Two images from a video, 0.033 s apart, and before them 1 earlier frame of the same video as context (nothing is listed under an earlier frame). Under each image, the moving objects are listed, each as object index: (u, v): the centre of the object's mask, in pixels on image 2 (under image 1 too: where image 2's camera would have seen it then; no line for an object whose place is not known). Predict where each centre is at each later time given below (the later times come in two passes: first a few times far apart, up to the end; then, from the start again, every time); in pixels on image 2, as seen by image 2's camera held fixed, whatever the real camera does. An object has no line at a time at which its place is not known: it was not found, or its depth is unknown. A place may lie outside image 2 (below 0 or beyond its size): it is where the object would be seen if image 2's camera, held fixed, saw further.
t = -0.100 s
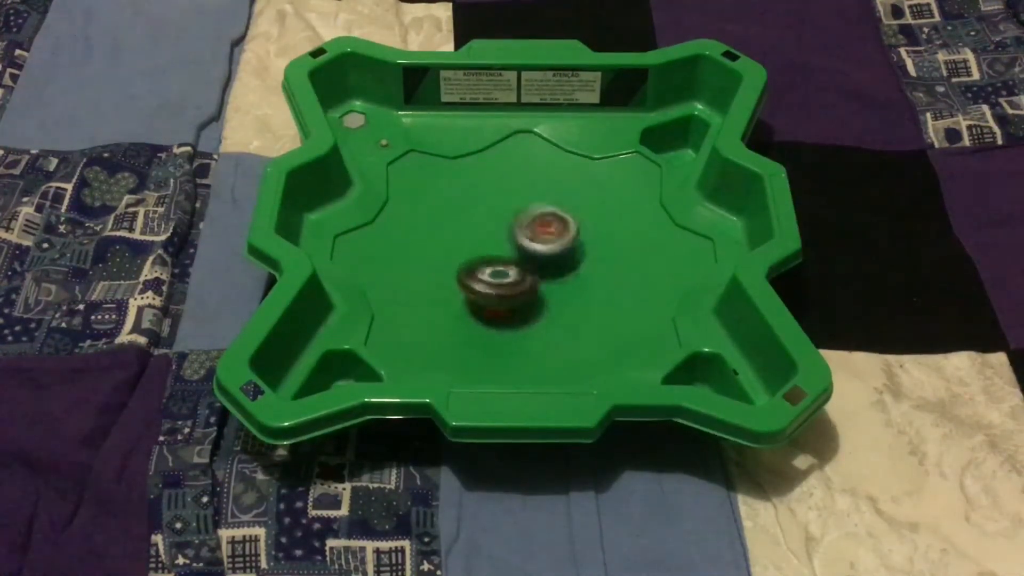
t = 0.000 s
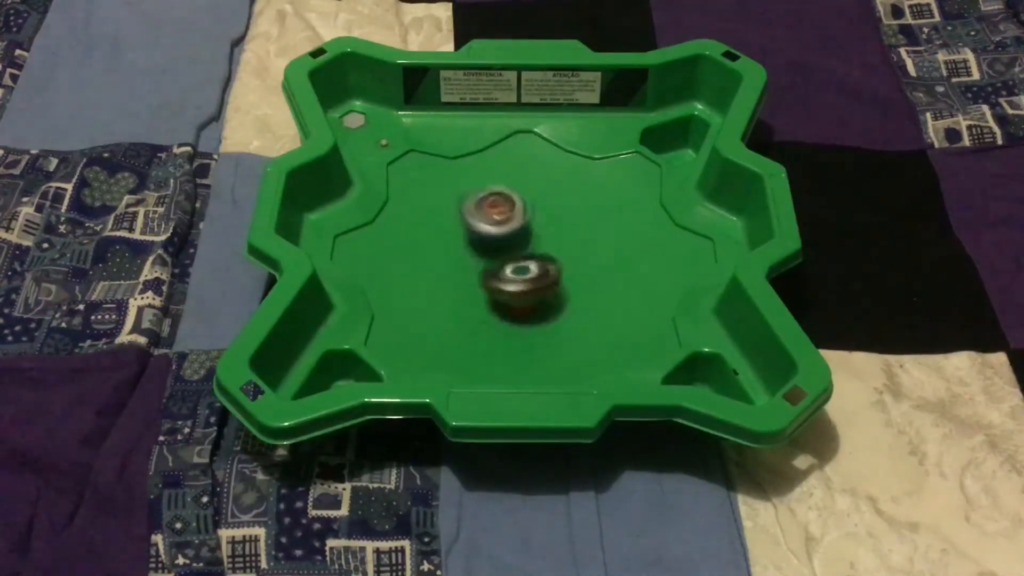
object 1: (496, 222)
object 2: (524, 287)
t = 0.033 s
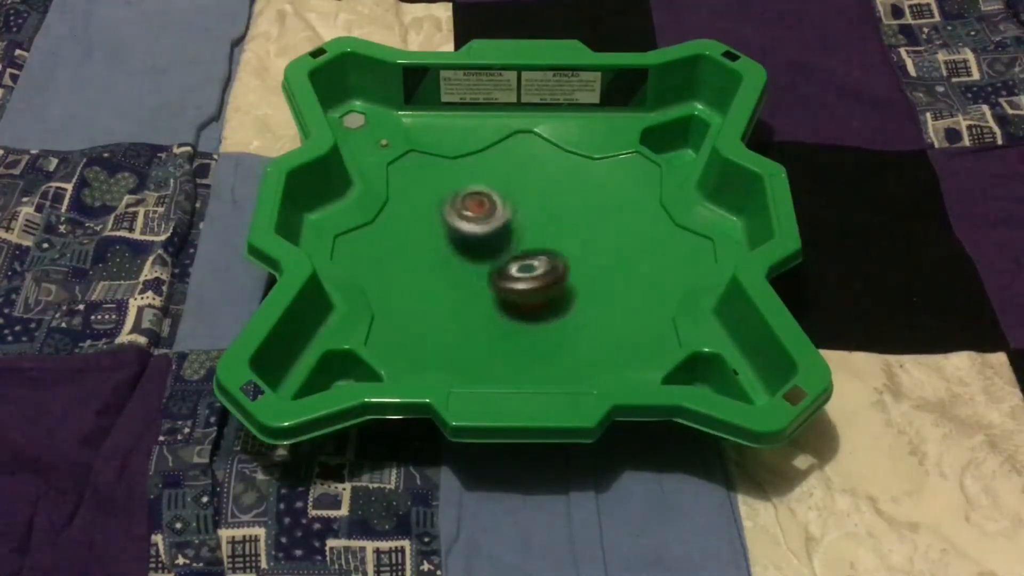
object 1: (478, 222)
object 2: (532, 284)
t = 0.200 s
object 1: (429, 248)
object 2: (562, 261)
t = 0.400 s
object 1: (491, 284)
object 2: (573, 227)
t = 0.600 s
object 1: (567, 282)
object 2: (557, 193)
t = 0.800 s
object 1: (620, 300)
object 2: (522, 191)
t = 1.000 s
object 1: (582, 262)
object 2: (492, 218)
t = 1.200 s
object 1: (566, 266)
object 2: (442, 249)
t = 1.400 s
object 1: (578, 263)
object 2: (465, 275)
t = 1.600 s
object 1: (593, 231)
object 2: (480, 293)
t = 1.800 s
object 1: (567, 200)
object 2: (477, 287)
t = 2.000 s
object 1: (527, 226)
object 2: (471, 266)
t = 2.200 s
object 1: (546, 239)
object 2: (451, 271)
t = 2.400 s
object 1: (559, 239)
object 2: (457, 267)
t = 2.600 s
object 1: (554, 247)
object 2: (476, 254)
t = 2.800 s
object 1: (570, 238)
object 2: (478, 233)
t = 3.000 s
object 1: (560, 244)
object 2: (475, 227)
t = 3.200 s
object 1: (584, 253)
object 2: (484, 232)
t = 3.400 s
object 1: (572, 253)
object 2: (504, 231)
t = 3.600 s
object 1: (572, 267)
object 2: (502, 215)
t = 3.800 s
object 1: (560, 271)
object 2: (503, 215)
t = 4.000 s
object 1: (544, 281)
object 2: (508, 220)
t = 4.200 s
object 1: (541, 281)
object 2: (514, 217)
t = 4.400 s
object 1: (536, 282)
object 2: (514, 216)
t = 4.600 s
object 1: (551, 276)
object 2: (517, 223)
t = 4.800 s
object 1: (603, 267)
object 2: (512, 234)
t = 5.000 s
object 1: (617, 251)
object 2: (527, 236)
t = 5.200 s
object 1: (615, 253)
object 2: (524, 237)
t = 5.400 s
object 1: (594, 266)
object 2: (529, 241)
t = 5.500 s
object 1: (580, 271)
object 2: (520, 239)
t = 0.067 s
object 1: (462, 223)
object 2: (539, 281)
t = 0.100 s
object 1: (450, 227)
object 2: (546, 276)
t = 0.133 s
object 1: (439, 233)
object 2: (552, 271)
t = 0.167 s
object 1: (432, 239)
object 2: (557, 267)
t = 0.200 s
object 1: (429, 248)
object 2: (562, 261)
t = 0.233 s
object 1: (430, 257)
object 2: (567, 255)
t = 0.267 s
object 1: (435, 264)
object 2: (570, 249)
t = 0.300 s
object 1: (444, 273)
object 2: (572, 244)
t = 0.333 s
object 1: (459, 278)
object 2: (573, 237)
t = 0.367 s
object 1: (473, 283)
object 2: (574, 232)
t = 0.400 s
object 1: (491, 284)
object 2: (573, 227)
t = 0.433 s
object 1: (509, 282)
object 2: (572, 221)
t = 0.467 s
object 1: (527, 278)
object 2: (571, 216)
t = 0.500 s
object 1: (542, 269)
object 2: (569, 209)
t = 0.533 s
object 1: (552, 265)
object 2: (565, 202)
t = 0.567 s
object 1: (560, 273)
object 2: (562, 197)
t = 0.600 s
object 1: (567, 282)
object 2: (557, 193)
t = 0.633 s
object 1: (576, 290)
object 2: (552, 190)
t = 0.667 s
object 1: (585, 297)
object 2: (546, 189)
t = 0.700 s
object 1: (595, 302)
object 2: (540, 189)
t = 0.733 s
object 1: (604, 304)
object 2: (534, 188)
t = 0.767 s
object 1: (612, 304)
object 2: (529, 189)
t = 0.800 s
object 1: (620, 300)
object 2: (522, 191)
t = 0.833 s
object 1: (623, 295)
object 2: (516, 193)
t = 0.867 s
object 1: (622, 287)
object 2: (511, 197)
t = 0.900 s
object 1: (617, 281)
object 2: (505, 202)
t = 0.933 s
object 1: (611, 273)
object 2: (500, 206)
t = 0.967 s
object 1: (596, 266)
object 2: (496, 212)
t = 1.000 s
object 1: (582, 262)
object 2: (492, 218)
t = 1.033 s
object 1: (564, 258)
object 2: (490, 223)
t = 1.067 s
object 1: (550, 258)
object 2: (486, 229)
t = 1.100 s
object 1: (552, 260)
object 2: (471, 233)
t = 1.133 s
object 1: (558, 263)
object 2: (458, 237)
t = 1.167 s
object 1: (562, 264)
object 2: (448, 243)
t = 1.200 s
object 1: (566, 266)
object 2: (442, 249)
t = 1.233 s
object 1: (570, 268)
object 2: (441, 254)
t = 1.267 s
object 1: (574, 269)
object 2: (442, 259)
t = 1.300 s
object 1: (577, 268)
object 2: (447, 264)
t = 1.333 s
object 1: (579, 267)
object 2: (451, 268)
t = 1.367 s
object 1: (579, 265)
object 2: (457, 272)
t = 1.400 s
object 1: (578, 263)
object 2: (465, 275)
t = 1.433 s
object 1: (574, 262)
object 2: (472, 278)
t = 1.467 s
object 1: (572, 259)
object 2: (481, 280)
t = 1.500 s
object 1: (567, 257)
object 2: (492, 280)
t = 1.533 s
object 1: (573, 252)
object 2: (492, 282)
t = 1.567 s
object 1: (585, 241)
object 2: (484, 289)
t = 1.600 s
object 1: (593, 231)
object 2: (480, 293)
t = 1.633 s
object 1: (595, 223)
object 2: (476, 294)
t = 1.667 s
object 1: (595, 215)
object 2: (476, 294)
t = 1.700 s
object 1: (592, 208)
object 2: (476, 293)
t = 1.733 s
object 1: (586, 203)
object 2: (477, 291)
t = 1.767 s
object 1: (578, 200)
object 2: (477, 289)
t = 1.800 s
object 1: (567, 200)
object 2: (477, 287)
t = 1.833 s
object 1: (559, 201)
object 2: (478, 283)
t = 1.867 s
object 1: (549, 206)
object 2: (479, 280)
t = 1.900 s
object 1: (538, 210)
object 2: (479, 276)
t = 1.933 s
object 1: (532, 218)
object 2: (479, 272)
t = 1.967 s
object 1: (526, 223)
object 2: (476, 268)
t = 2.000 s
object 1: (527, 226)
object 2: (471, 266)
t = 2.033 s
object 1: (528, 230)
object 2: (463, 270)
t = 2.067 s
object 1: (529, 229)
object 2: (458, 271)
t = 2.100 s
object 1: (532, 232)
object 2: (456, 271)
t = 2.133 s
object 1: (536, 234)
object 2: (454, 271)
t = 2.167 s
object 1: (541, 237)
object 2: (452, 271)
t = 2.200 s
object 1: (546, 239)
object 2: (451, 271)
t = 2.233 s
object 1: (550, 240)
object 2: (452, 270)
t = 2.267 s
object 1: (554, 240)
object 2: (452, 270)
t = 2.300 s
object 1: (557, 240)
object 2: (454, 269)
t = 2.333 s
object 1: (558, 239)
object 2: (454, 269)
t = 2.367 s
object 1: (559, 238)
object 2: (455, 268)
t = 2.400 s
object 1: (559, 239)
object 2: (457, 267)
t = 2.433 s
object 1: (558, 239)
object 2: (459, 267)
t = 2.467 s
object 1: (557, 239)
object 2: (463, 265)
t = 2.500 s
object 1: (556, 241)
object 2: (467, 263)
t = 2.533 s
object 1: (554, 243)
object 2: (471, 260)
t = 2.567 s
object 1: (553, 245)
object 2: (473, 257)
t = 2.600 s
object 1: (554, 247)
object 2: (476, 254)
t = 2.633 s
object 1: (558, 245)
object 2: (476, 250)
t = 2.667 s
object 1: (562, 244)
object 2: (477, 247)
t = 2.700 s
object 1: (566, 243)
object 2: (479, 242)
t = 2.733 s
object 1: (568, 242)
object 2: (478, 239)
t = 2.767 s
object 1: (570, 240)
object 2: (478, 236)
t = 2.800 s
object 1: (570, 238)
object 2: (478, 233)
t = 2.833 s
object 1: (568, 238)
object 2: (477, 231)
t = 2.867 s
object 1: (566, 237)
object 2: (477, 230)
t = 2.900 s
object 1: (562, 237)
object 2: (477, 229)
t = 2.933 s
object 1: (558, 239)
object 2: (477, 228)
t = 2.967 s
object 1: (557, 242)
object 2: (476, 227)
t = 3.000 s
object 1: (560, 244)
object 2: (475, 227)
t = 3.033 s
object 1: (563, 247)
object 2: (476, 228)
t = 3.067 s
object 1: (567, 249)
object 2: (477, 229)
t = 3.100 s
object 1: (572, 252)
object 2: (480, 229)
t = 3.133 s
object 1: (578, 253)
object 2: (482, 230)
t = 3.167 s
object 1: (580, 253)
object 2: (482, 230)
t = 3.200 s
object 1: (584, 253)
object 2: (484, 232)
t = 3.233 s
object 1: (585, 254)
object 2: (487, 233)
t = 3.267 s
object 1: (585, 252)
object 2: (491, 234)
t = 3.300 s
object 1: (583, 251)
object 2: (494, 234)
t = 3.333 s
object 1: (580, 251)
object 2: (498, 233)
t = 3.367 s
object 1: (577, 252)
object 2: (501, 232)
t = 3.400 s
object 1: (572, 253)
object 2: (504, 231)
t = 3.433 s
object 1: (569, 256)
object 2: (504, 227)
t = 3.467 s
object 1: (569, 258)
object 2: (504, 225)
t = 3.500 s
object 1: (573, 261)
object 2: (504, 222)
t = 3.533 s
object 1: (572, 263)
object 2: (504, 219)
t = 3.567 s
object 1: (571, 264)
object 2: (503, 216)
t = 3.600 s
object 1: (572, 267)
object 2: (502, 215)
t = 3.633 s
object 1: (569, 269)
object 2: (502, 213)
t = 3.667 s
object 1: (569, 269)
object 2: (502, 213)
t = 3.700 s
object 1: (568, 270)
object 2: (502, 213)
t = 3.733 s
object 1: (564, 270)
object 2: (503, 213)
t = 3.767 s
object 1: (562, 271)
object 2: (503, 214)
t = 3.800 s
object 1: (560, 271)
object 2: (503, 215)
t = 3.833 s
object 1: (556, 272)
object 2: (504, 216)
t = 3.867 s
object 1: (553, 273)
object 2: (504, 217)
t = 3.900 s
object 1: (548, 274)
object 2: (507, 219)
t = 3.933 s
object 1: (546, 276)
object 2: (507, 220)
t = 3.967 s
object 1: (545, 279)
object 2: (508, 220)
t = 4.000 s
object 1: (544, 281)
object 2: (508, 220)
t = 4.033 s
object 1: (544, 284)
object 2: (511, 221)
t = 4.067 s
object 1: (543, 284)
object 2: (513, 220)
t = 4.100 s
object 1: (544, 284)
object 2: (513, 219)
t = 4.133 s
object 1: (542, 284)
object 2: (513, 219)
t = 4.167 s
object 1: (543, 282)
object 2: (514, 218)
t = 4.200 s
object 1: (541, 281)
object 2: (514, 217)
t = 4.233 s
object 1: (540, 280)
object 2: (517, 217)
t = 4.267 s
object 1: (538, 280)
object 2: (518, 214)
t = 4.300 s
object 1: (536, 282)
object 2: (515, 214)
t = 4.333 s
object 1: (536, 283)
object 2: (513, 215)
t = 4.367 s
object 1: (533, 283)
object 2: (512, 216)
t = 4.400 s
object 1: (536, 282)
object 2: (514, 216)
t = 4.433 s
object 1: (536, 280)
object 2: (514, 216)
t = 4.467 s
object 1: (538, 281)
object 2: (515, 216)
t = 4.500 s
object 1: (541, 280)
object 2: (514, 217)
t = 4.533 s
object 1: (543, 277)
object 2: (514, 220)
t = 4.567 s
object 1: (547, 279)
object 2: (516, 222)
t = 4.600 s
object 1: (551, 276)
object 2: (517, 223)
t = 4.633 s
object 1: (554, 274)
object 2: (517, 225)
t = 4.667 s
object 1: (565, 273)
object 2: (516, 228)
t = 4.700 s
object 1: (577, 274)
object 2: (514, 230)
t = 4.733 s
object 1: (587, 273)
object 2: (512, 231)
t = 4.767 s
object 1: (595, 270)
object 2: (510, 233)
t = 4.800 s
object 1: (603, 267)
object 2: (512, 234)
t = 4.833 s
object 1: (609, 263)
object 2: (516, 235)
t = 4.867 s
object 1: (613, 260)
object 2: (519, 236)
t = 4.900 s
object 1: (615, 257)
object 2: (524, 235)
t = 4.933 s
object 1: (617, 255)
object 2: (526, 235)
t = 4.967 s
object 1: (617, 253)
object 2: (527, 235)
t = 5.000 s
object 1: (617, 251)
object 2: (527, 236)
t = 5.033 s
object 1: (618, 250)
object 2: (526, 236)
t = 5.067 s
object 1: (617, 249)
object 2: (525, 236)
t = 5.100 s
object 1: (617, 250)
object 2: (525, 236)
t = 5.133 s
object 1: (616, 250)
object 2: (525, 236)
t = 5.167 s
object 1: (616, 252)
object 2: (525, 237)
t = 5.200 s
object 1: (615, 253)
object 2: (524, 237)
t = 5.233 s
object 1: (614, 255)
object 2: (524, 238)
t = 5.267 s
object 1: (612, 256)
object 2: (526, 240)
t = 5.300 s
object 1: (609, 259)
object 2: (528, 241)
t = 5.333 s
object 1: (606, 262)
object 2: (529, 241)
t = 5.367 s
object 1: (600, 264)
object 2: (529, 240)
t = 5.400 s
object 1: (594, 266)
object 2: (529, 241)
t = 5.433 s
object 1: (590, 269)
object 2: (527, 240)
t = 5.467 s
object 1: (585, 270)
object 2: (524, 239)
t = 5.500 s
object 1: (580, 271)
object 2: (520, 239)
